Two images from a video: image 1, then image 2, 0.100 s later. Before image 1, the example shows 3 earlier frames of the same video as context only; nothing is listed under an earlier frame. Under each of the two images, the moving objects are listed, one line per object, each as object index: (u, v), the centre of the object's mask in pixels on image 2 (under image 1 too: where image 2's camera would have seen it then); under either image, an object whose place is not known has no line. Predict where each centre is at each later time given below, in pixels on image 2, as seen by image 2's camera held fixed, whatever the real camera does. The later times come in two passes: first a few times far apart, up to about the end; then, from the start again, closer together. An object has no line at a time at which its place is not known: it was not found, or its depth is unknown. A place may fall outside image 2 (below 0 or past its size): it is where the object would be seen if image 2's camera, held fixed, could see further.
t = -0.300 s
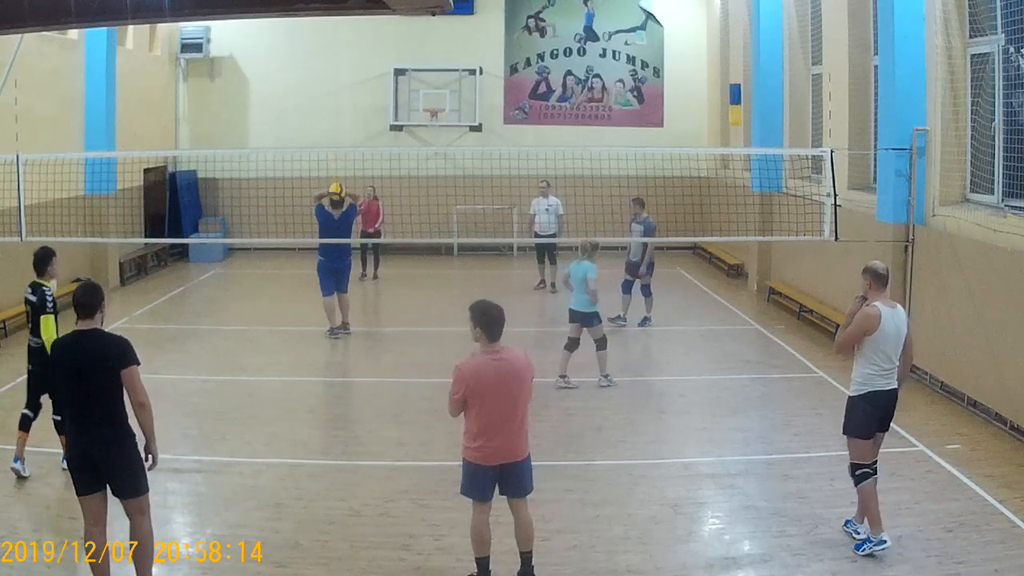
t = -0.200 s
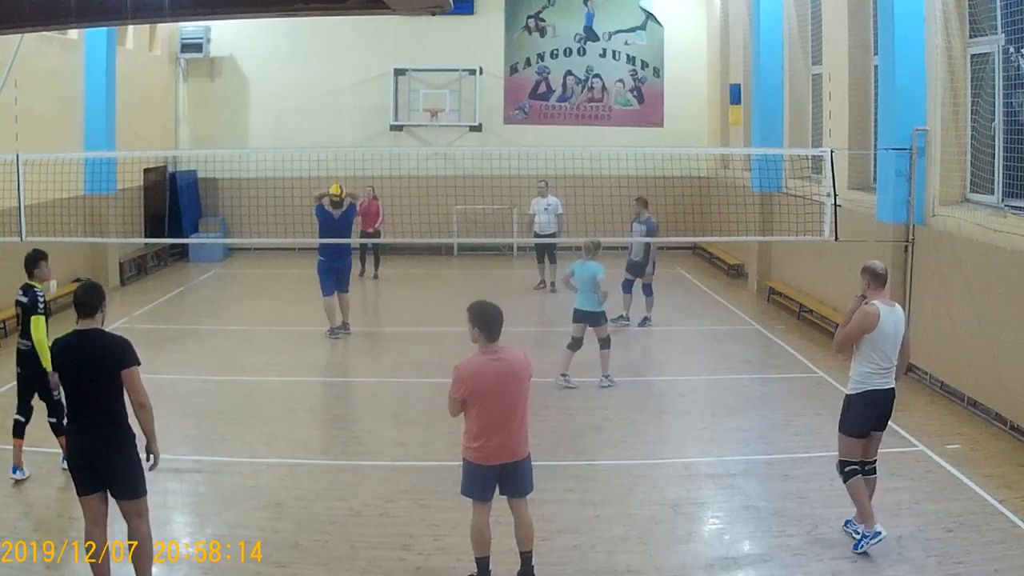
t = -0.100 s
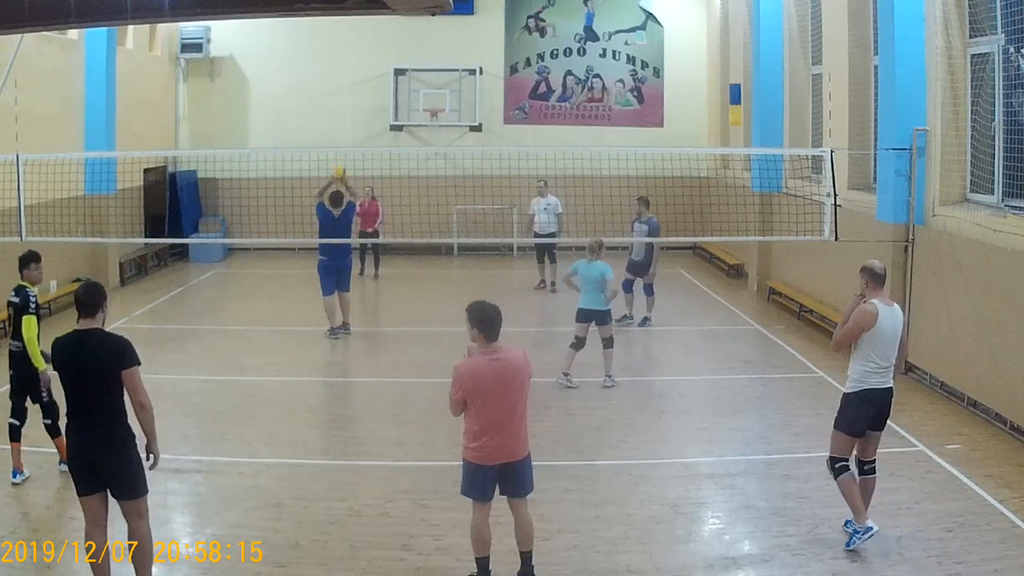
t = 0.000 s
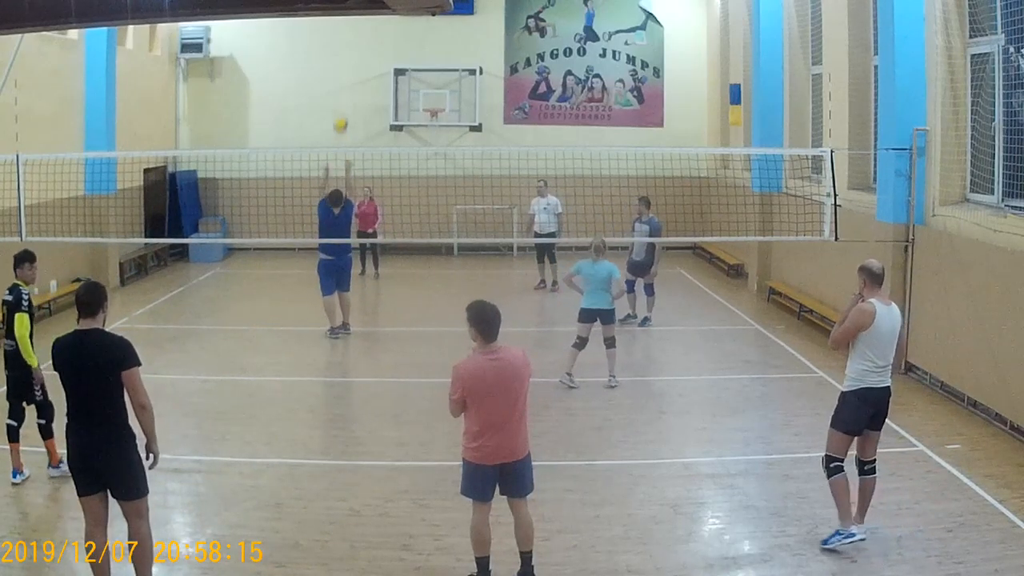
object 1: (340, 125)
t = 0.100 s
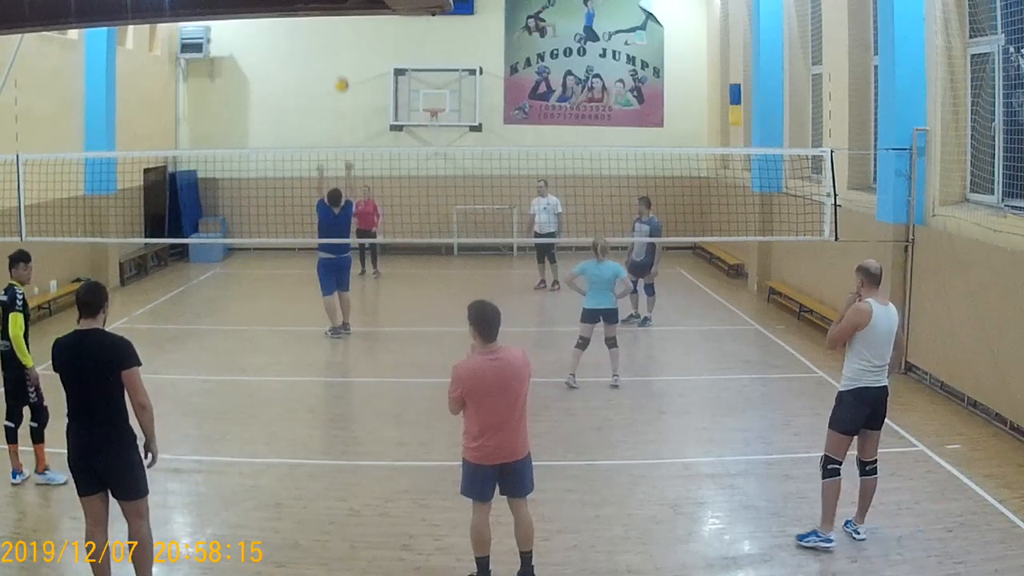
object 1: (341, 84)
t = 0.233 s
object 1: (344, 43)
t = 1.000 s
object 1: (346, 61)
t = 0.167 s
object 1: (342, 62)
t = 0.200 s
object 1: (343, 53)
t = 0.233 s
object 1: (344, 43)
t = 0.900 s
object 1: (346, 39)
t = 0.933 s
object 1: (346, 47)
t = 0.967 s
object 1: (346, 53)
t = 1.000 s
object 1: (346, 61)
